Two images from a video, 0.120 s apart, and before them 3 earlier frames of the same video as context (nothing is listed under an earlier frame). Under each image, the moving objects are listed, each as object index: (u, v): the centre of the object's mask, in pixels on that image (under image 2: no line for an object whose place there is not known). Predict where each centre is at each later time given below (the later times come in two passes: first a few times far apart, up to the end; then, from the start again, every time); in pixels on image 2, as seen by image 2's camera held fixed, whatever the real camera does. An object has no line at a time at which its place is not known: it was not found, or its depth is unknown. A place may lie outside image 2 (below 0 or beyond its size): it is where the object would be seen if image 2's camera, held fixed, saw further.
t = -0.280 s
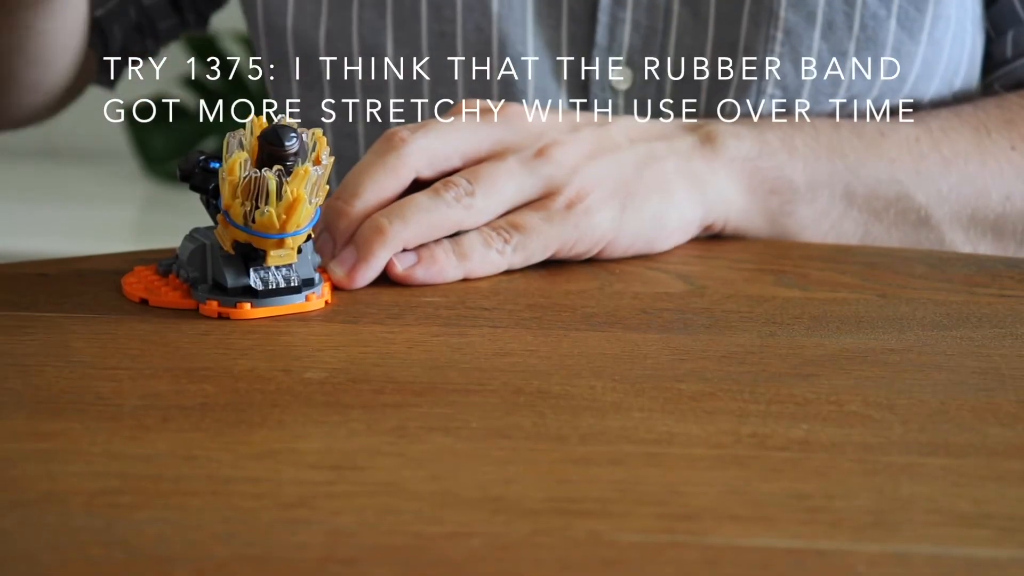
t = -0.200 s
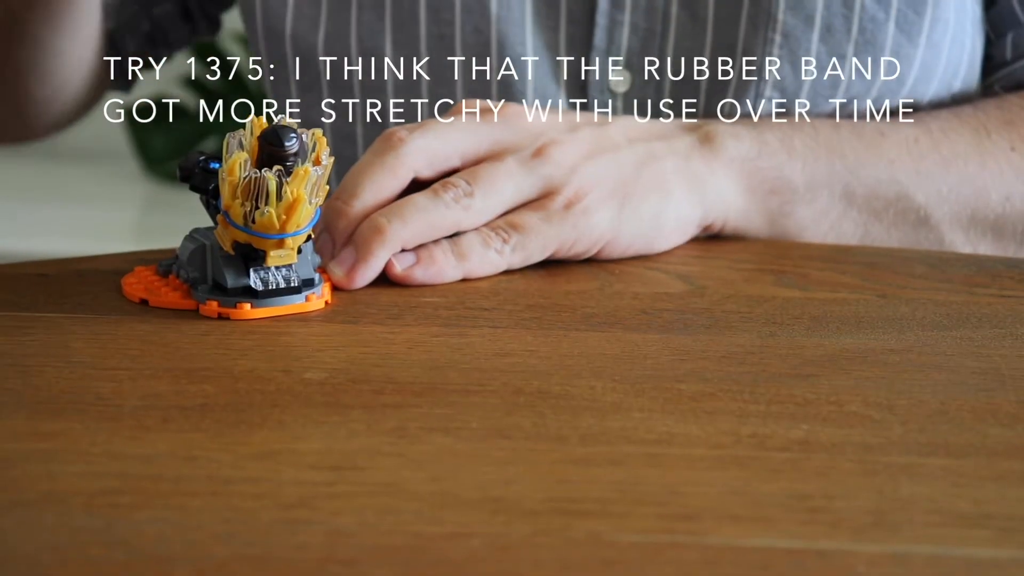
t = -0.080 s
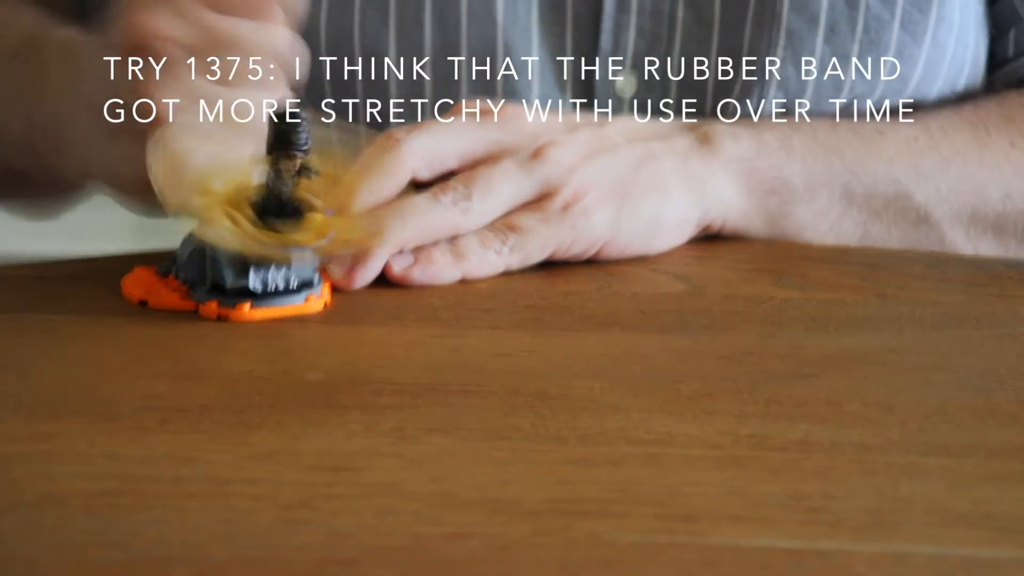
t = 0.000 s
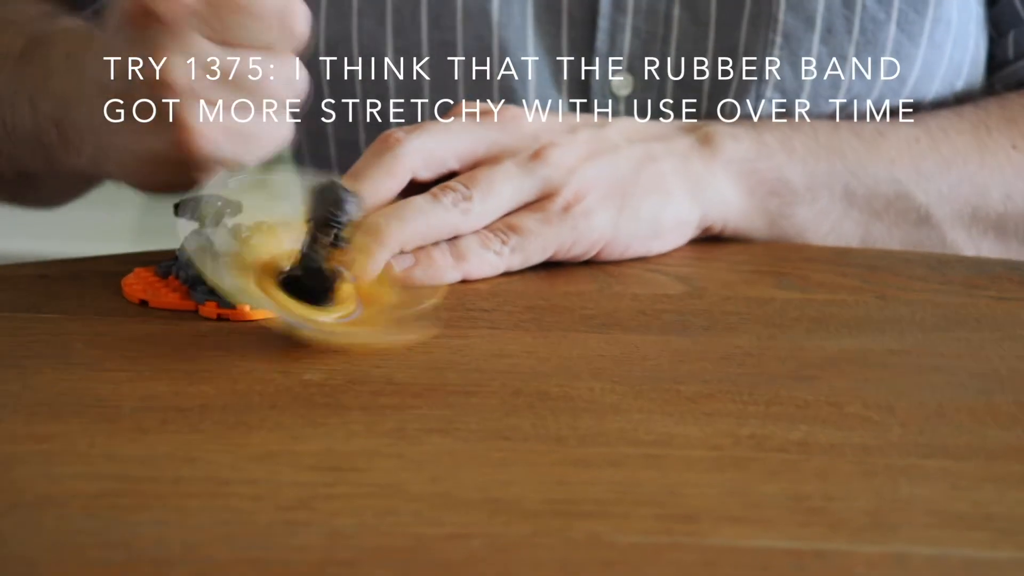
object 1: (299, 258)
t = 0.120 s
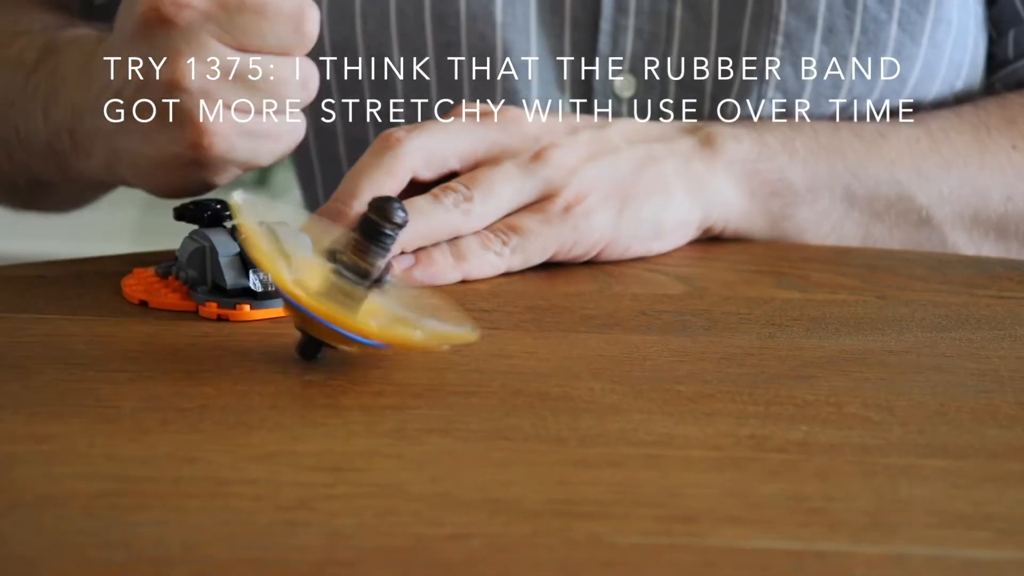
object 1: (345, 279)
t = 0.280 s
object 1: (374, 296)
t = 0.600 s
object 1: (519, 301)
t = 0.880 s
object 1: (524, 276)
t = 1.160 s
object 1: (456, 276)
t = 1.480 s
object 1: (417, 287)
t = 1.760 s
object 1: (487, 283)
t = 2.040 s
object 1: (469, 275)
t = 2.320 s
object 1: (420, 270)
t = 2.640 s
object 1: (460, 280)
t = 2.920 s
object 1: (460, 264)
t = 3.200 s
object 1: (447, 274)
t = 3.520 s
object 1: (535, 286)
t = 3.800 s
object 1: (601, 274)
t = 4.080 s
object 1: (608, 257)
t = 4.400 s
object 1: (562, 244)
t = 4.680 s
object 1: (479, 242)
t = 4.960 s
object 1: (403, 254)
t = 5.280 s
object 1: (357, 283)
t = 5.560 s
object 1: (382, 306)
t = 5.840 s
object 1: (452, 315)
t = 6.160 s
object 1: (520, 311)
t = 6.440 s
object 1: (519, 297)
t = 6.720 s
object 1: (461, 298)
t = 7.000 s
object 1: (410, 309)
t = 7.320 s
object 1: (431, 332)
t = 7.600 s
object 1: (413, 336)
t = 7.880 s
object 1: (408, 329)
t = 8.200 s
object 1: (411, 373)
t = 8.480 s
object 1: (426, 354)
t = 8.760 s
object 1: (420, 354)
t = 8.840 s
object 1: (420, 354)
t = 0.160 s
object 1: (348, 286)
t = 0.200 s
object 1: (354, 290)
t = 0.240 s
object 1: (364, 294)
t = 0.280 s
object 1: (374, 296)
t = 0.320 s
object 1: (386, 297)
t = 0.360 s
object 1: (405, 300)
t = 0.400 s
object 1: (442, 307)
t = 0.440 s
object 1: (458, 306)
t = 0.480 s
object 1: (471, 305)
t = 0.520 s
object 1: (485, 305)
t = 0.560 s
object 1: (504, 302)
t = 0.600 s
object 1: (519, 301)
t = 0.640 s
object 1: (527, 297)
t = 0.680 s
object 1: (532, 294)
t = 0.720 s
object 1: (535, 290)
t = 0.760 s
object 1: (534, 288)
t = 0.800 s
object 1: (533, 283)
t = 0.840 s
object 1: (528, 280)
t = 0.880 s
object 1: (524, 276)
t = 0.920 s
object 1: (515, 274)
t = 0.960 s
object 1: (507, 274)
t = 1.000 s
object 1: (498, 274)
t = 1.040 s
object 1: (480, 272)
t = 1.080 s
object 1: (472, 276)
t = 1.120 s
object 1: (467, 276)
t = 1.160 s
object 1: (456, 276)
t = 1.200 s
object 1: (417, 258)
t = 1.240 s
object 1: (407, 262)
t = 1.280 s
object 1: (398, 265)
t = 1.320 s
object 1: (397, 272)
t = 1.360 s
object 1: (394, 276)
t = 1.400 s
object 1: (397, 281)
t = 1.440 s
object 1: (407, 284)
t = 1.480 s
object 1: (417, 287)
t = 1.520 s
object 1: (429, 287)
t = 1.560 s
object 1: (442, 288)
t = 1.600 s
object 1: (458, 287)
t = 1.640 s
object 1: (465, 286)
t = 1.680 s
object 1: (472, 285)
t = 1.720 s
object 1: (483, 285)
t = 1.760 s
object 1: (487, 283)
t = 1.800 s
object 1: (489, 282)
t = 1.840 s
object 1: (488, 282)
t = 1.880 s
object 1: (485, 280)
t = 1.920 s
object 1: (484, 279)
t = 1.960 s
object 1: (479, 277)
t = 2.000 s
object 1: (477, 278)
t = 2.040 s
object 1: (469, 275)
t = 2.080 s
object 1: (465, 277)
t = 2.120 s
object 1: (462, 279)
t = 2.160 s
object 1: (461, 279)
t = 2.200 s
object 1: (454, 279)
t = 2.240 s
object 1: (453, 282)
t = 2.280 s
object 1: (434, 277)
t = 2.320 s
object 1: (420, 270)
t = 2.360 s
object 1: (422, 278)
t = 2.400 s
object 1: (425, 279)
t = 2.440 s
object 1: (431, 279)
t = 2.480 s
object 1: (441, 280)
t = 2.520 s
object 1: (447, 279)
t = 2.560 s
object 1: (452, 278)
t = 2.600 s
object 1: (455, 280)
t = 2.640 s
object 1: (460, 280)
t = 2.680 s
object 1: (460, 280)
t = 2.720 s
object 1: (456, 282)
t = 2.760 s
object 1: (449, 274)
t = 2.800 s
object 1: (469, 257)
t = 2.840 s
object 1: (443, 279)
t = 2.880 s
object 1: (458, 279)
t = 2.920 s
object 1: (460, 264)
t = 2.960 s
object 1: (439, 258)
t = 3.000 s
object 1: (438, 263)
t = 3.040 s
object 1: (424, 261)
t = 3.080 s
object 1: (422, 265)
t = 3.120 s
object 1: (431, 267)
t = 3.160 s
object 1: (431, 270)
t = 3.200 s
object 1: (447, 274)
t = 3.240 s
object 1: (455, 279)
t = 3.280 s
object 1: (461, 277)
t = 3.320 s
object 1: (478, 284)
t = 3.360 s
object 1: (483, 283)
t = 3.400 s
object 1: (502, 285)
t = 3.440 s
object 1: (511, 284)
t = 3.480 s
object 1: (522, 285)
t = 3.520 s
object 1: (535, 286)
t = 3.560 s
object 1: (539, 284)
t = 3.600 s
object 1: (561, 284)
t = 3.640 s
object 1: (569, 284)
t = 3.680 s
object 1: (575, 280)
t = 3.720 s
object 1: (588, 279)
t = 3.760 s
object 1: (589, 277)
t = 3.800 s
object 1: (601, 274)
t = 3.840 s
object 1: (603, 271)
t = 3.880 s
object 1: (607, 269)
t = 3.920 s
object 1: (612, 266)
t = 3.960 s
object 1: (609, 265)
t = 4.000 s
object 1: (616, 261)
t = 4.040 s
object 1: (611, 258)
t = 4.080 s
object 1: (608, 257)
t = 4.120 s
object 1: (610, 255)
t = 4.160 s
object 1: (601, 250)
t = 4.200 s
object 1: (601, 250)
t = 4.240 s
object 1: (593, 250)
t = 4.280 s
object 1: (584, 248)
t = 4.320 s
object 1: (580, 247)
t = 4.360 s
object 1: (566, 245)
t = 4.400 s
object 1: (562, 244)
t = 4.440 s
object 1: (550, 243)
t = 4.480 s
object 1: (537, 245)
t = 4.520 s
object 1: (532, 241)
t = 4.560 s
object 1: (516, 242)
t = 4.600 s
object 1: (508, 242)
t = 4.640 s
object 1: (494, 241)
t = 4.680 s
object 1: (479, 242)
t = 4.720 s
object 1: (471, 243)
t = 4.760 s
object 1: (456, 245)
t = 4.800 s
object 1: (445, 247)
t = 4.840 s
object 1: (437, 247)
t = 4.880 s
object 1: (423, 250)
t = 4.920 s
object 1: (415, 255)
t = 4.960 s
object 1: (403, 254)
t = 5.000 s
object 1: (392, 256)
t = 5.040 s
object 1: (390, 258)
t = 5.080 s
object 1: (375, 263)
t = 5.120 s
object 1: (372, 266)
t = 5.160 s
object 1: (368, 270)
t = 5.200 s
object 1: (360, 275)
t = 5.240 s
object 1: (360, 278)
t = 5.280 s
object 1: (357, 283)
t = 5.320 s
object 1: (355, 287)
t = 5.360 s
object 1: (359, 290)
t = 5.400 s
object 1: (357, 293)
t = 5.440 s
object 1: (364, 299)
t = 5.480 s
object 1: (368, 303)
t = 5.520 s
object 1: (371, 306)
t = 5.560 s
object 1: (382, 306)
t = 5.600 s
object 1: (387, 308)
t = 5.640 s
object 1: (398, 311)
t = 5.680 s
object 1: (407, 313)
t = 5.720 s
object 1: (415, 316)
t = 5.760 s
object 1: (431, 317)
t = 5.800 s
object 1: (439, 319)
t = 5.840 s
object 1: (452, 315)
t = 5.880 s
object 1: (464, 316)
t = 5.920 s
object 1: (471, 317)
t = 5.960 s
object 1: (485, 317)
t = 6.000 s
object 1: (491, 317)
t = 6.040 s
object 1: (500, 316)
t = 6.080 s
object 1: (510, 313)
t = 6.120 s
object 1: (512, 313)
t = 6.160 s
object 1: (520, 311)
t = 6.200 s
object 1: (522, 309)
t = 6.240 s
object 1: (528, 307)
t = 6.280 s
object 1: (529, 305)
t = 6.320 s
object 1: (525, 303)
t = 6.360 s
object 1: (527, 299)
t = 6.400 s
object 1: (522, 298)
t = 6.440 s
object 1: (519, 297)
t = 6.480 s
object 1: (510, 294)
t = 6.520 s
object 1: (502, 293)
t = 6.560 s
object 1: (498, 294)
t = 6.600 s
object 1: (486, 293)
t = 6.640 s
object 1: (480, 293)
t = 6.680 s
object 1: (470, 296)
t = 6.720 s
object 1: (461, 298)
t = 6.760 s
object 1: (453, 296)
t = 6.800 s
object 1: (442, 299)
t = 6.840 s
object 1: (436, 301)
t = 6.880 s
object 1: (426, 302)
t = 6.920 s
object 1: (421, 304)
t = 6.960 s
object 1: (416, 308)
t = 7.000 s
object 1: (410, 309)
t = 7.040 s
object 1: (409, 313)
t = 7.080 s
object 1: (405, 314)
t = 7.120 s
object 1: (409, 317)
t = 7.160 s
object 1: (412, 324)
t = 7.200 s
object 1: (417, 329)
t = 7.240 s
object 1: (423, 331)
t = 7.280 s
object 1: (427, 331)
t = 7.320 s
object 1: (431, 332)
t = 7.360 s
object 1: (428, 336)
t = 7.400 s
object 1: (422, 339)
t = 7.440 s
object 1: (422, 338)
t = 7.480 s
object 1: (420, 334)
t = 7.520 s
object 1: (417, 338)
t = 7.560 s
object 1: (416, 338)
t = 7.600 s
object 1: (413, 336)
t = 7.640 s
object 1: (409, 334)
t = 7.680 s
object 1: (407, 333)
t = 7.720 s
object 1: (406, 330)
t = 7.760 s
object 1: (409, 326)
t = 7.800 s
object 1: (413, 326)
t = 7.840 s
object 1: (411, 327)
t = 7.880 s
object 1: (408, 329)
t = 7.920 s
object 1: (407, 335)
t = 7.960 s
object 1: (416, 358)
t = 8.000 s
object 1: (409, 352)
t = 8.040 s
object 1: (409, 353)
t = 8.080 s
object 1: (408, 354)
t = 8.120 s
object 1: (401, 360)
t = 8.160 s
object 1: (400, 367)
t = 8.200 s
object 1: (411, 373)
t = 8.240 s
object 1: (433, 370)
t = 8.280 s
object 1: (438, 365)
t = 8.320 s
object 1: (436, 361)
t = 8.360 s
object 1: (434, 359)
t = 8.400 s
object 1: (431, 357)
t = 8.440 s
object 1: (429, 355)
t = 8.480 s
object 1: (426, 354)
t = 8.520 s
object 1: (423, 354)
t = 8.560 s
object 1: (421, 354)
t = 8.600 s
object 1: (420, 354)
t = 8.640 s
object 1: (420, 354)
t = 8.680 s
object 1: (420, 354)
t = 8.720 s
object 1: (420, 354)
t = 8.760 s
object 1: (420, 354)
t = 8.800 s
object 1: (420, 355)
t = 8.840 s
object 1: (420, 354)
